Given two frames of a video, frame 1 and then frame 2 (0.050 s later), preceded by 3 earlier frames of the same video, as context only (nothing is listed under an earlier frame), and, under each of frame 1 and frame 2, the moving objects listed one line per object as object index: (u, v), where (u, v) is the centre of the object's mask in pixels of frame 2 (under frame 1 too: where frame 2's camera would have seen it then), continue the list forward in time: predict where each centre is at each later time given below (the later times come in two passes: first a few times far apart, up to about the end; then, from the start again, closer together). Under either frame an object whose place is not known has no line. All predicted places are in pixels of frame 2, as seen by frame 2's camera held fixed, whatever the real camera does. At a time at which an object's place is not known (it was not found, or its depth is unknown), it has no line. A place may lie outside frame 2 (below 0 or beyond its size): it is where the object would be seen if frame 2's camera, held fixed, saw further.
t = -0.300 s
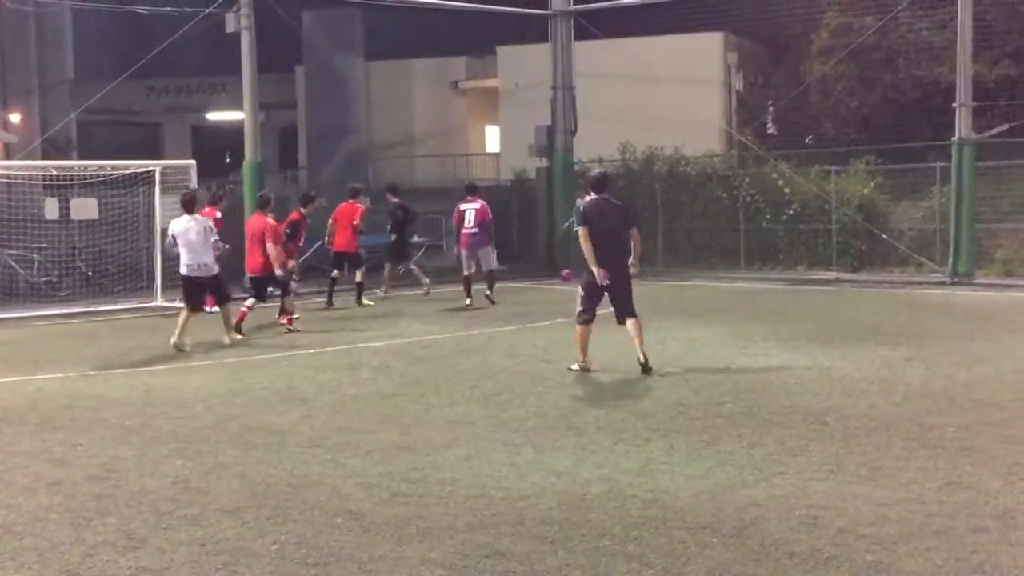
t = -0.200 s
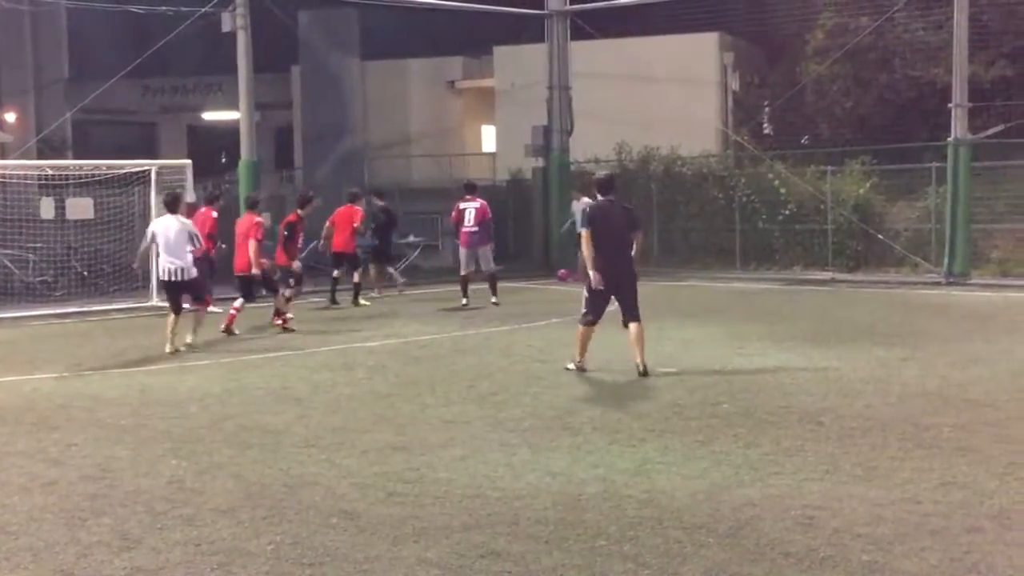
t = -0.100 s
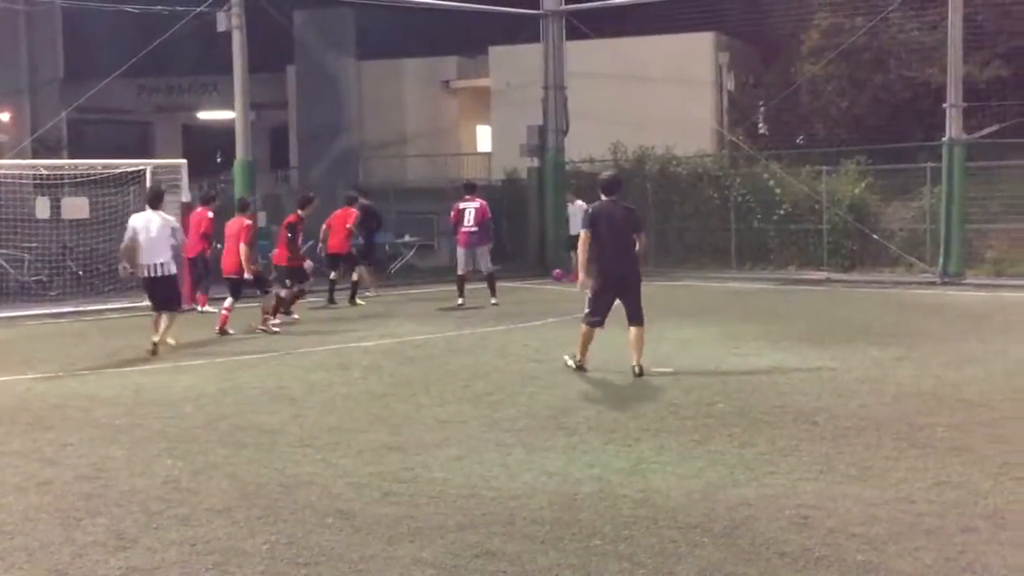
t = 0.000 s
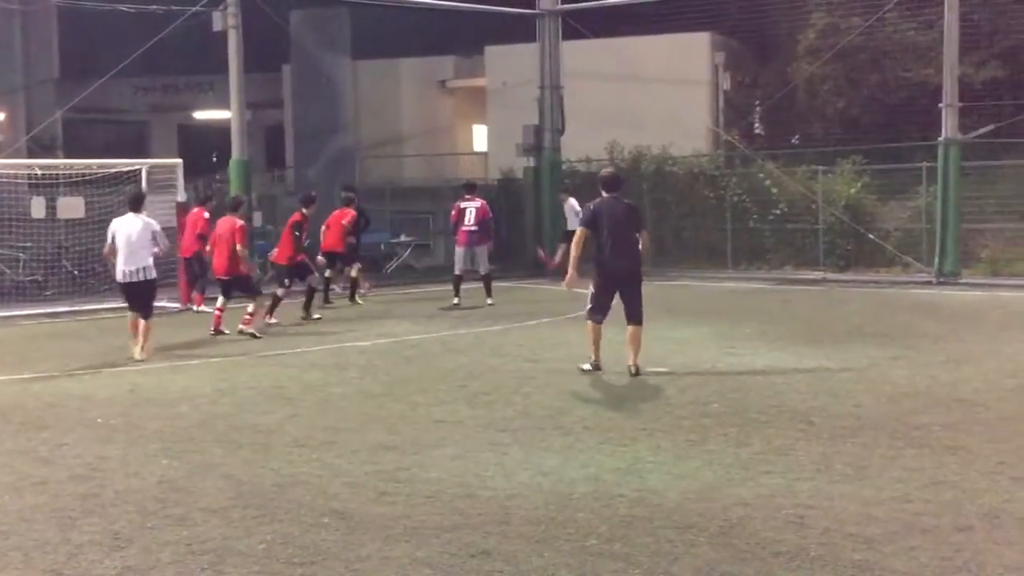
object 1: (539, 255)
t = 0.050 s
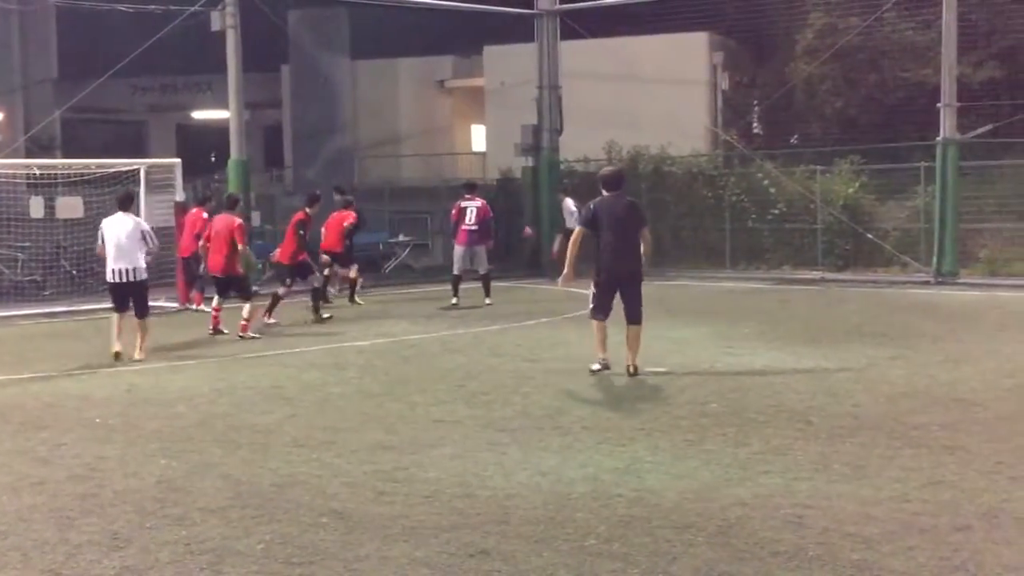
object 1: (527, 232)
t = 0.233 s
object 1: (484, 163)
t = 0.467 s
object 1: (427, 92)
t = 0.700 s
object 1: (361, 44)
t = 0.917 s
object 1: (290, 30)
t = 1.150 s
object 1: (204, 54)
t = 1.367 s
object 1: (111, 128)
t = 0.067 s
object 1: (523, 225)
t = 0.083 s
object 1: (519, 219)
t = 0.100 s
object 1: (516, 211)
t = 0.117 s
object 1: (512, 205)
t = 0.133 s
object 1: (508, 198)
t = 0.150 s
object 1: (505, 192)
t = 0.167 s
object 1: (500, 185)
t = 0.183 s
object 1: (498, 179)
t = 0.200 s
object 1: (494, 177)
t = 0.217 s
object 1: (488, 173)
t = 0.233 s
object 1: (484, 163)
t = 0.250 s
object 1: (481, 159)
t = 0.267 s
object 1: (481, 154)
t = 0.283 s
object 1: (472, 148)
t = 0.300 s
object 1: (469, 142)
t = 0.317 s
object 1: (465, 135)
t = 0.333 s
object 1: (462, 130)
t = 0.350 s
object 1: (457, 124)
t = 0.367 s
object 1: (453, 119)
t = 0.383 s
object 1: (448, 115)
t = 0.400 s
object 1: (444, 110)
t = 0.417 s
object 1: (440, 105)
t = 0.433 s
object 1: (435, 100)
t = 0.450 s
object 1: (431, 96)
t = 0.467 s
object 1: (427, 92)
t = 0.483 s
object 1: (422, 88)
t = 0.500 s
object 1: (417, 83)
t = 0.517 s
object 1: (413, 80)
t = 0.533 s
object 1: (408, 76)
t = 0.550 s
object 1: (403, 72)
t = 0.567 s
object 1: (399, 68)
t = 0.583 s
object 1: (393, 64)
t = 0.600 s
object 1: (389, 61)
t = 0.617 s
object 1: (384, 58)
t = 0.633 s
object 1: (379, 54)
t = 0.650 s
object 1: (375, 51)
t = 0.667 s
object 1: (369, 48)
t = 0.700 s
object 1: (361, 44)
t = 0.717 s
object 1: (354, 41)
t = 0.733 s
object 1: (349, 39)
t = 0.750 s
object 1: (345, 38)
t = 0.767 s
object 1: (339, 35)
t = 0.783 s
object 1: (333, 34)
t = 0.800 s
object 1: (328, 32)
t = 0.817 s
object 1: (324, 33)
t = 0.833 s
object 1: (318, 31)
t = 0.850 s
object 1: (313, 30)
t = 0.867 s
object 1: (307, 30)
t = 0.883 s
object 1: (302, 29)
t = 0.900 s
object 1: (296, 29)
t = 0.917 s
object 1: (290, 30)
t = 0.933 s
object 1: (284, 30)
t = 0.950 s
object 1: (278, 30)
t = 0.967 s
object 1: (273, 31)
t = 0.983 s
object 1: (267, 31)
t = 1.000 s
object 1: (261, 32)
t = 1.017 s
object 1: (256, 34)
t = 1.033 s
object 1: (250, 35)
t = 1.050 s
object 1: (244, 37)
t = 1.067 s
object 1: (238, 40)
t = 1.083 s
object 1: (231, 43)
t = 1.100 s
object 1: (224, 45)
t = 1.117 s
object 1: (217, 46)
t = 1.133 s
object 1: (211, 50)
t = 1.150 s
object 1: (204, 54)
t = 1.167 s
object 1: (198, 58)
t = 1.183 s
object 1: (191, 63)
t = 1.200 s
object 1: (184, 67)
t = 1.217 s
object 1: (177, 71)
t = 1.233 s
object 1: (171, 77)
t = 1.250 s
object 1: (162, 81)
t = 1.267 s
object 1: (155, 87)
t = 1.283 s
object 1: (148, 93)
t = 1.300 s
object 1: (141, 98)
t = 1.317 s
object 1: (133, 105)
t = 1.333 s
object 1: (126, 112)
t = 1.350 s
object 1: (118, 120)
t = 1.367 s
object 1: (111, 128)
